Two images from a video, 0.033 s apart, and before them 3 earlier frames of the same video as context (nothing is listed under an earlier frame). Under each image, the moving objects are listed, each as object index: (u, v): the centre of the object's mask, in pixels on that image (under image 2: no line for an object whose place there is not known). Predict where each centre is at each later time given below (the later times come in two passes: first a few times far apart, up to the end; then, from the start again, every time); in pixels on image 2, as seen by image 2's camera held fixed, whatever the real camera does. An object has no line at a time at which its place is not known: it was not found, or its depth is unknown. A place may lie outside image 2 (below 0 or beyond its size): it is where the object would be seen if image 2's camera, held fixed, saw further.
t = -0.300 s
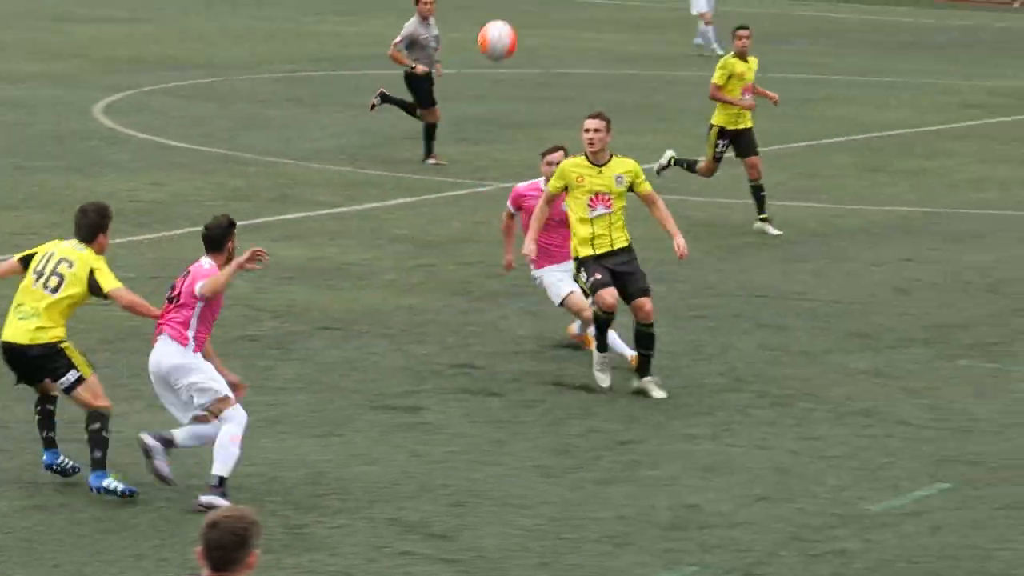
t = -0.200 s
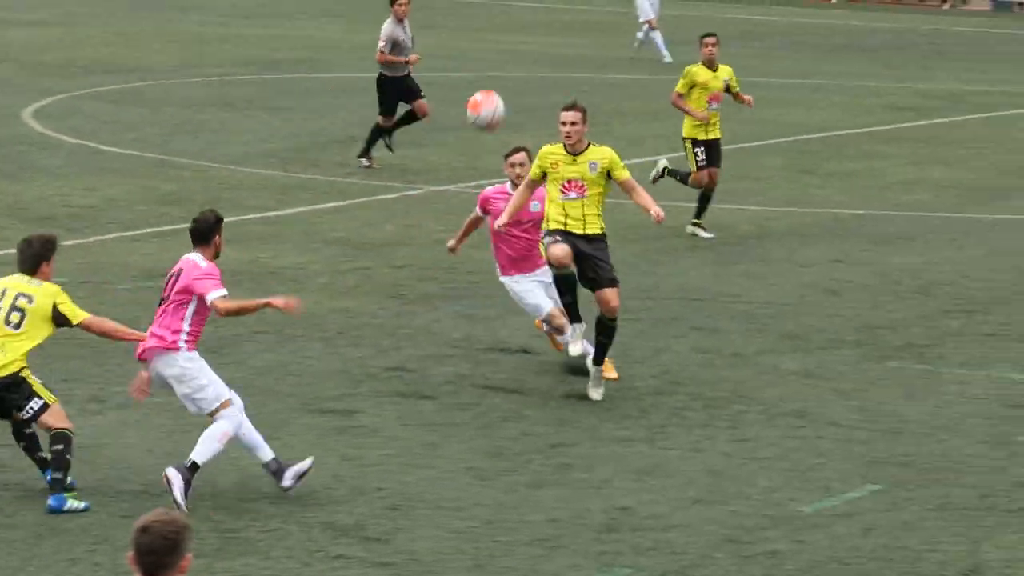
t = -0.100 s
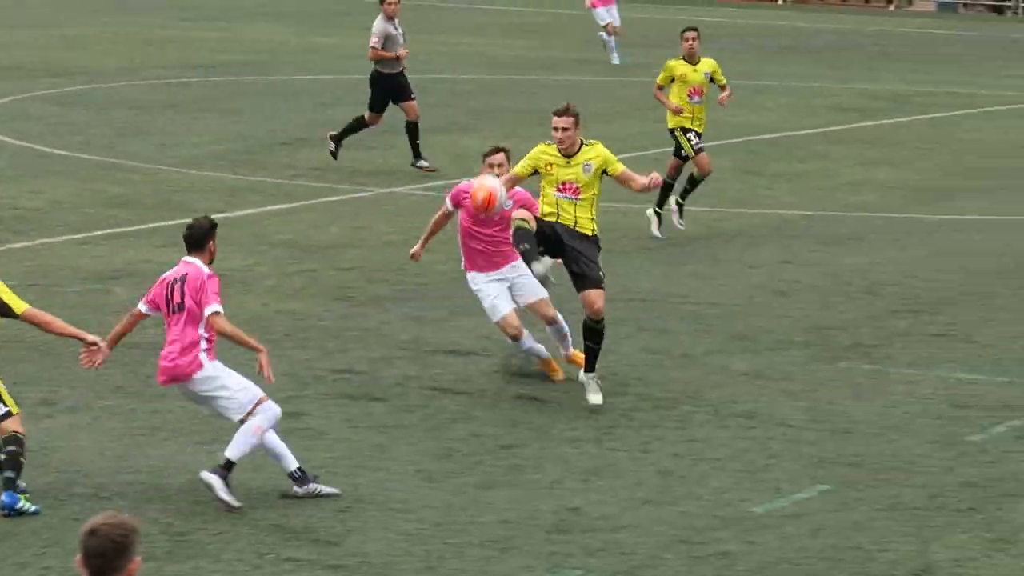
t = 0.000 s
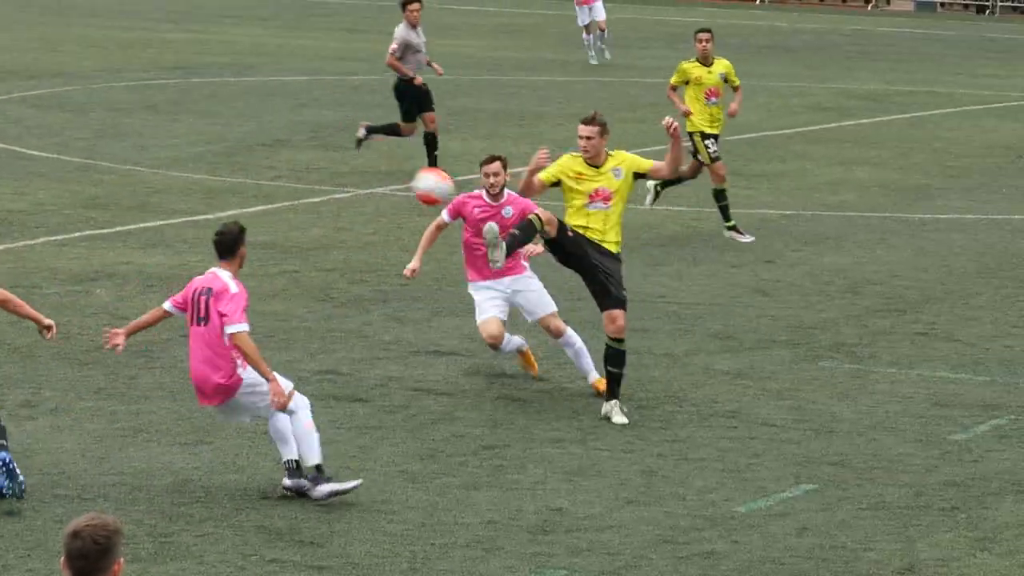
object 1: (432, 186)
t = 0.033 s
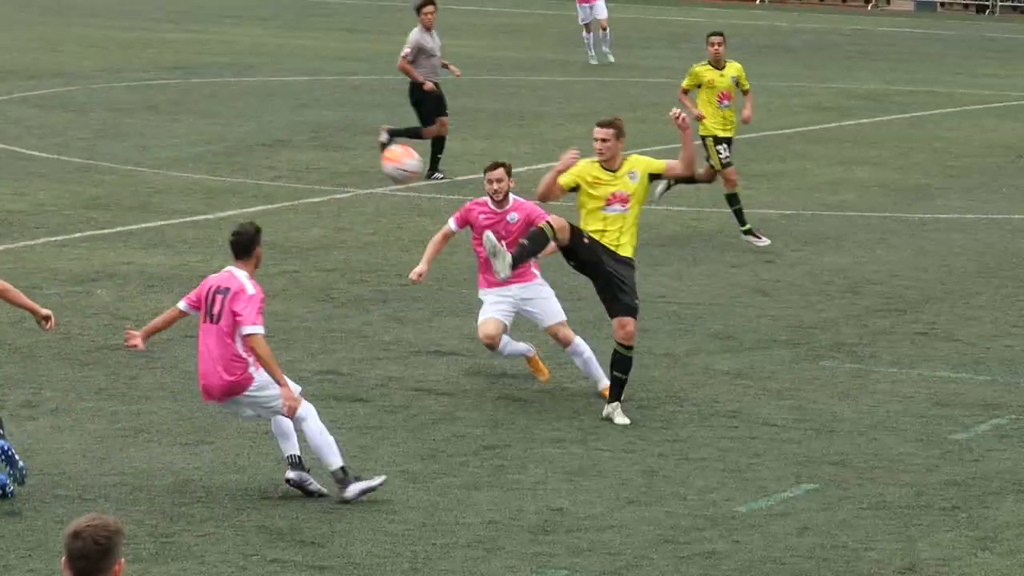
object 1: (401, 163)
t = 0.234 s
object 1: (206, 60)
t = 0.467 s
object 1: (-26, 22)
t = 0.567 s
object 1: (-131, 29)
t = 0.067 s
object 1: (369, 141)
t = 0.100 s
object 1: (337, 121)
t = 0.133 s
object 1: (304, 104)
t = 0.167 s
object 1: (272, 87)
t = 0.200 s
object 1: (239, 73)
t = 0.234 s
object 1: (206, 60)
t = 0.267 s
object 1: (173, 50)
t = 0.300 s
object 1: (141, 41)
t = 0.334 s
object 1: (108, 33)
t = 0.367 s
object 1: (75, 28)
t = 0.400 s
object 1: (42, 24)
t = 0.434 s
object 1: (8, 22)
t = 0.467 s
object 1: (-26, 22)
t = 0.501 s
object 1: (-60, 22)
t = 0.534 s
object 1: (-95, 25)
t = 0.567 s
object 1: (-131, 29)
